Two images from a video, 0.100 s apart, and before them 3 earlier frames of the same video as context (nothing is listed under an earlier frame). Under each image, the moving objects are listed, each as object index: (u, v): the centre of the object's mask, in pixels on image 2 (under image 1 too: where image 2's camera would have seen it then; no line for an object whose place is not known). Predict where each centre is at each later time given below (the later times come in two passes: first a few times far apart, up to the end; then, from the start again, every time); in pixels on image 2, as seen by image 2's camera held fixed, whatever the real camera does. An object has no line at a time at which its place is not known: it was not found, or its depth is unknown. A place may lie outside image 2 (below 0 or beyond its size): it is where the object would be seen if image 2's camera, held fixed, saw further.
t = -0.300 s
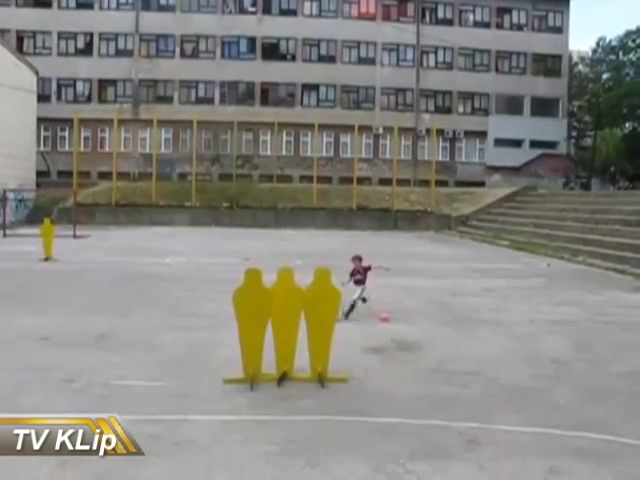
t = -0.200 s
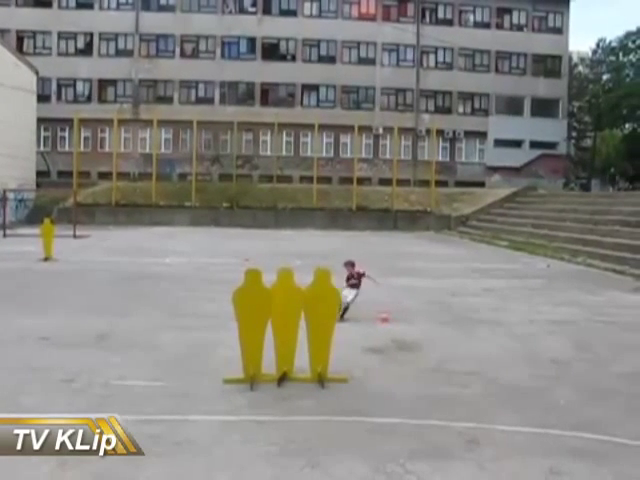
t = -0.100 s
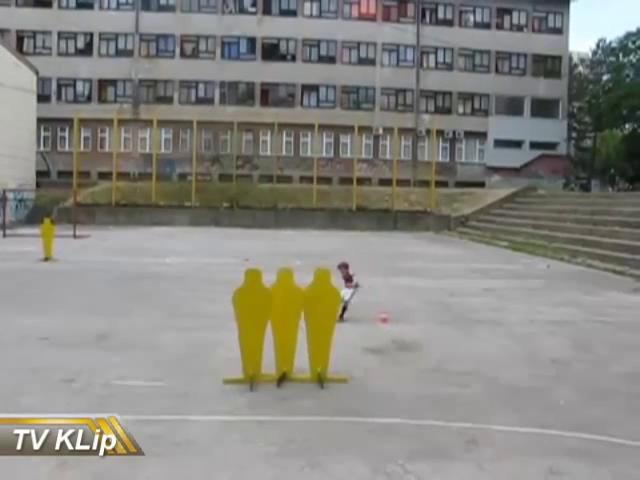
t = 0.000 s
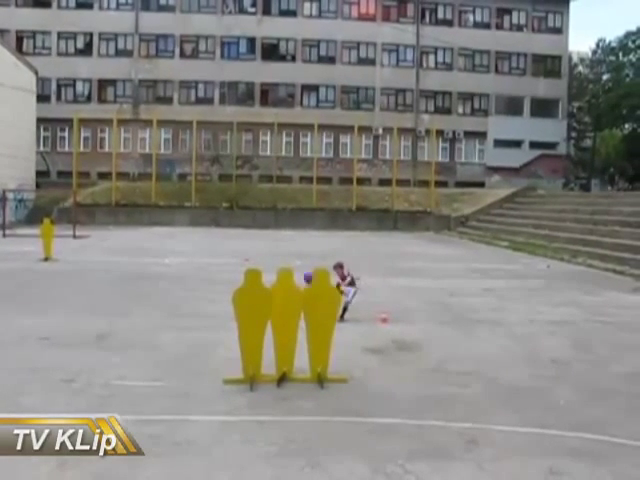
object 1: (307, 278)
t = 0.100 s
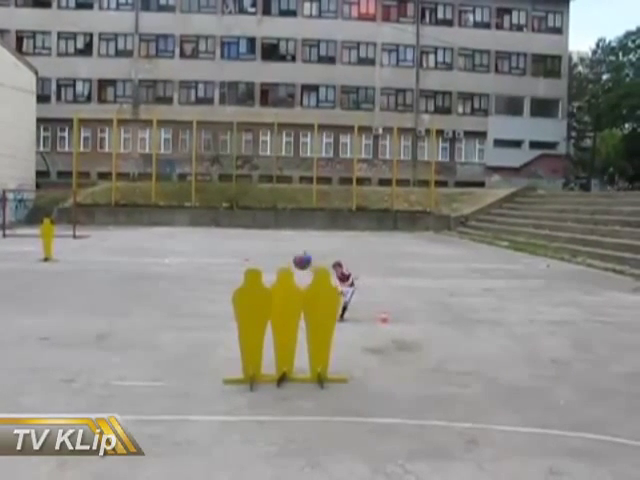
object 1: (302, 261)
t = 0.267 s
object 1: (280, 248)
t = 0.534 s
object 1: (220, 306)
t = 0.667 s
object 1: (151, 446)
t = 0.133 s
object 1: (299, 257)
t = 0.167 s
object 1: (295, 253)
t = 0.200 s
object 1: (290, 251)
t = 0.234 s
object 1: (286, 249)
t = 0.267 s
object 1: (280, 248)
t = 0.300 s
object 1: (275, 248)
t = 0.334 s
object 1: (269, 249)
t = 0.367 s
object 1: (263, 252)
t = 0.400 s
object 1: (257, 257)
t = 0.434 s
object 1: (250, 264)
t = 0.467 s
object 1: (242, 274)
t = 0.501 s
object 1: (231, 288)
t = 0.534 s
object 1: (220, 306)
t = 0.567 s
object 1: (206, 330)
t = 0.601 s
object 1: (189, 358)
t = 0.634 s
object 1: (170, 397)
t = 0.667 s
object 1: (151, 446)
